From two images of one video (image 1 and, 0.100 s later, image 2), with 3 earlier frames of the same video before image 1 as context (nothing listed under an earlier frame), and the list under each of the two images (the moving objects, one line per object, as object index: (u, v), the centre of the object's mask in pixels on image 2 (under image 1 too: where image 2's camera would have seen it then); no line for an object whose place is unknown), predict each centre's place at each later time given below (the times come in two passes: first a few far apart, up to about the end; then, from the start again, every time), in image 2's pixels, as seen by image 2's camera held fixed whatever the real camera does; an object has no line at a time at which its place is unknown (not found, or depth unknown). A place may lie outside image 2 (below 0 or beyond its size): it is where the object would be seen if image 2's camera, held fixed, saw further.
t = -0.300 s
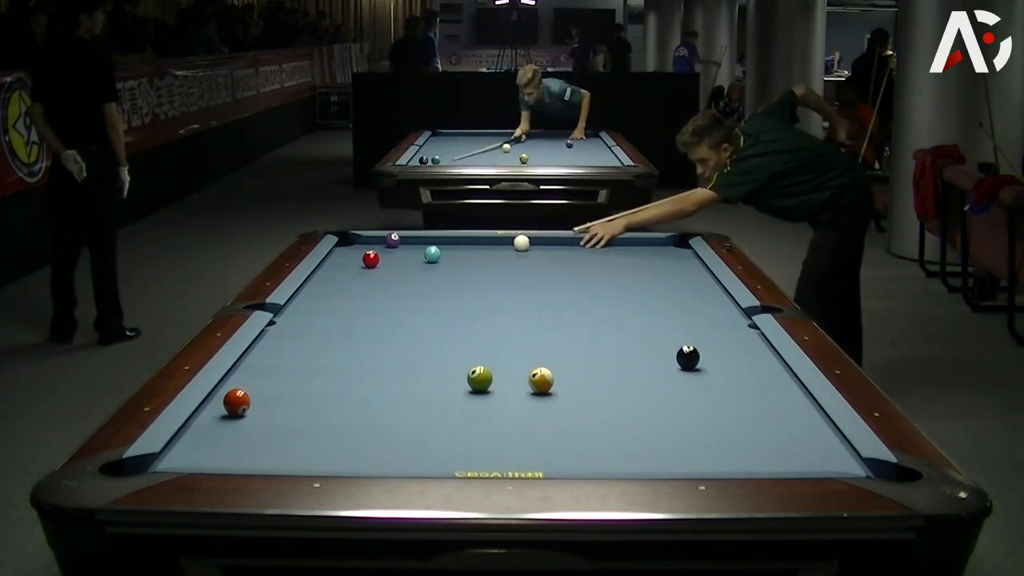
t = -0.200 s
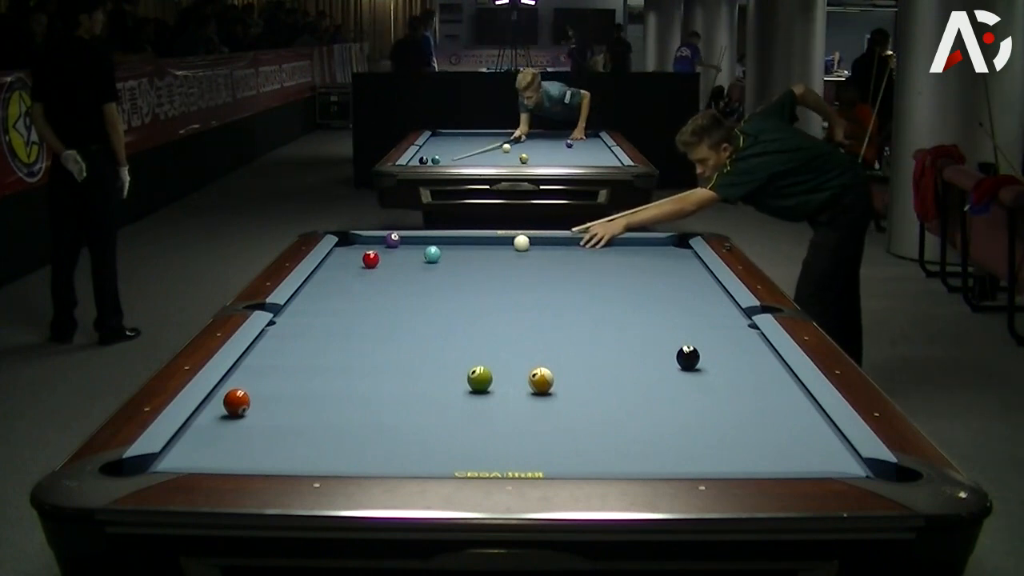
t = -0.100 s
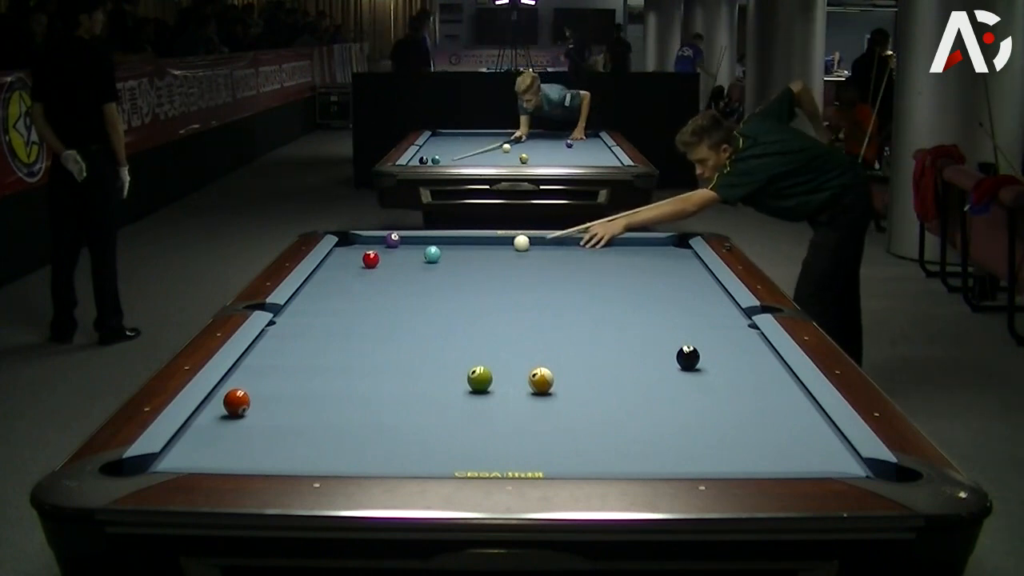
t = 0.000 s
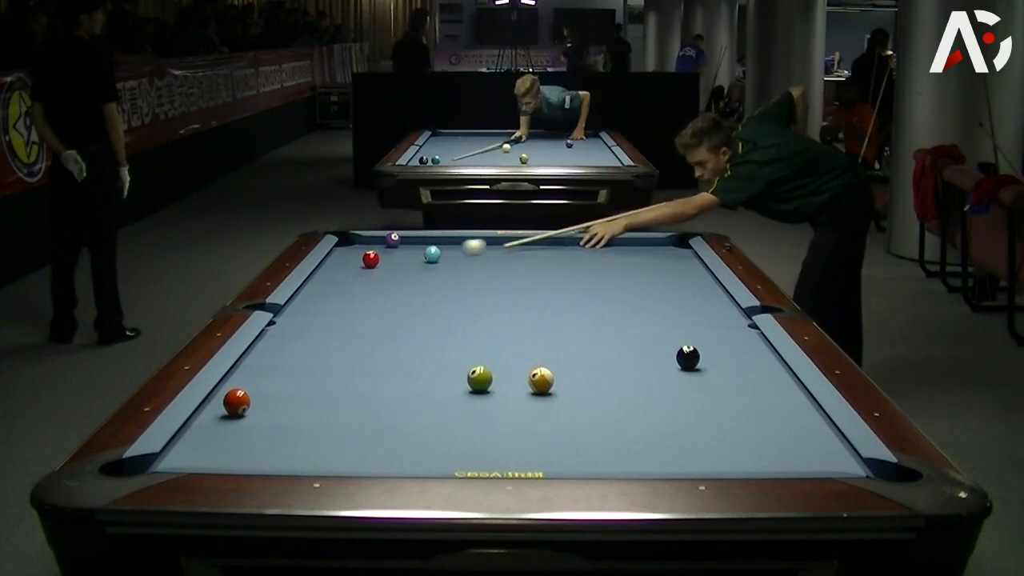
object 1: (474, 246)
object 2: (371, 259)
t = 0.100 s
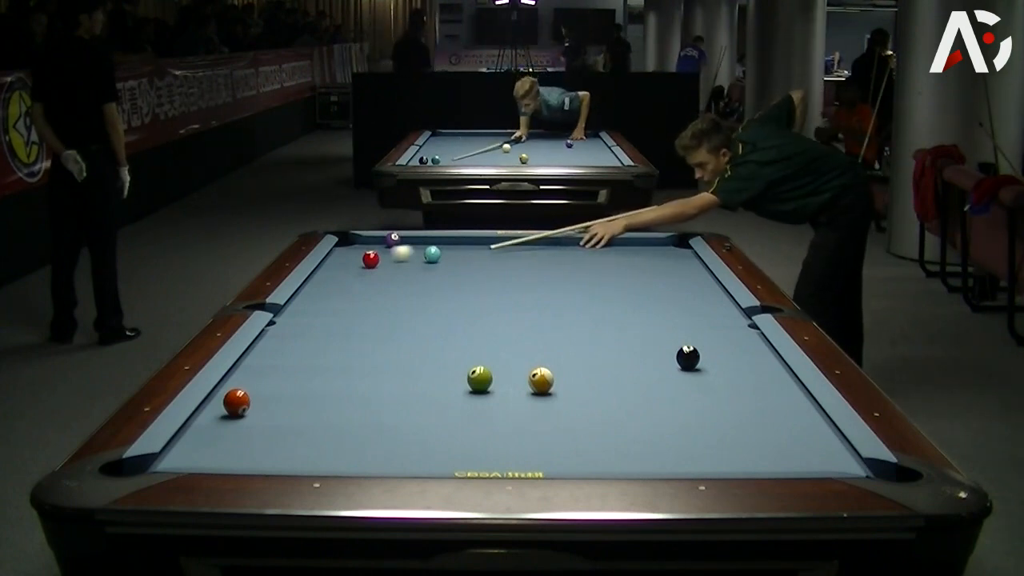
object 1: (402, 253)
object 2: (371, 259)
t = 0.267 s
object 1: (358, 258)
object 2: (371, 264)
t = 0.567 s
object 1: (472, 265)
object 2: (370, 275)
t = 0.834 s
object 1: (570, 271)
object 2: (370, 285)
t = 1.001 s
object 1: (631, 274)
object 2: (369, 291)
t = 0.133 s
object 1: (382, 253)
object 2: (370, 259)
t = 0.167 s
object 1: (353, 256)
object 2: (371, 260)
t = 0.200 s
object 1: (334, 257)
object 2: (371, 261)
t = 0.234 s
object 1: (345, 258)
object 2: (371, 263)
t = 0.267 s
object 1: (358, 258)
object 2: (371, 264)
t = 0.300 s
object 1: (375, 255)
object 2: (370, 266)
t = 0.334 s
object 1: (388, 260)
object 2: (371, 267)
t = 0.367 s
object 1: (401, 261)
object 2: (371, 268)
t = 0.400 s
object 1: (413, 261)
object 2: (371, 269)
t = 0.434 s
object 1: (425, 262)
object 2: (371, 270)
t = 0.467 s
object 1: (437, 263)
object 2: (370, 271)
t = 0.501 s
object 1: (449, 263)
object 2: (370, 272)
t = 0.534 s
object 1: (461, 264)
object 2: (370, 274)
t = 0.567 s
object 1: (472, 265)
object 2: (370, 275)
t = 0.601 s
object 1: (484, 266)
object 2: (370, 276)
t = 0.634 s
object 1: (497, 267)
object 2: (370, 277)
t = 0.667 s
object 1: (509, 267)
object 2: (370, 278)
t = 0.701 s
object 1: (521, 268)
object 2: (370, 280)
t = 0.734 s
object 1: (533, 268)
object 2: (370, 281)
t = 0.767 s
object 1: (545, 269)
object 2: (370, 282)
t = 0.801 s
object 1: (557, 270)
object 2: (370, 283)
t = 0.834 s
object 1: (570, 271)
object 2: (370, 285)
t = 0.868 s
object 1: (582, 271)
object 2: (370, 286)
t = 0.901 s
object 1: (594, 272)
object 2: (370, 287)
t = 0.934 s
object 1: (607, 273)
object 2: (369, 289)
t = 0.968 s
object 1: (619, 274)
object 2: (369, 290)
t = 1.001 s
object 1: (631, 274)
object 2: (369, 291)
